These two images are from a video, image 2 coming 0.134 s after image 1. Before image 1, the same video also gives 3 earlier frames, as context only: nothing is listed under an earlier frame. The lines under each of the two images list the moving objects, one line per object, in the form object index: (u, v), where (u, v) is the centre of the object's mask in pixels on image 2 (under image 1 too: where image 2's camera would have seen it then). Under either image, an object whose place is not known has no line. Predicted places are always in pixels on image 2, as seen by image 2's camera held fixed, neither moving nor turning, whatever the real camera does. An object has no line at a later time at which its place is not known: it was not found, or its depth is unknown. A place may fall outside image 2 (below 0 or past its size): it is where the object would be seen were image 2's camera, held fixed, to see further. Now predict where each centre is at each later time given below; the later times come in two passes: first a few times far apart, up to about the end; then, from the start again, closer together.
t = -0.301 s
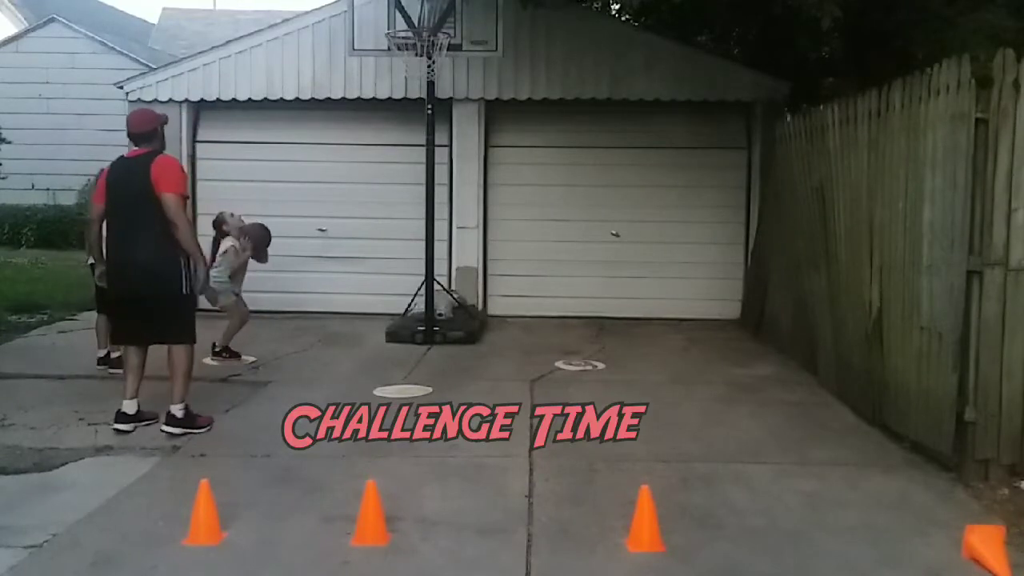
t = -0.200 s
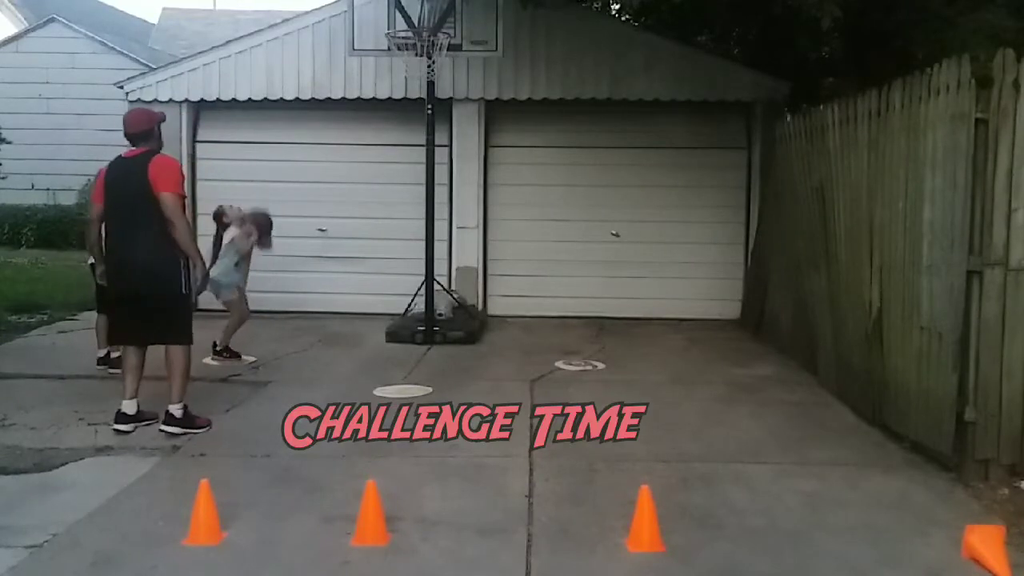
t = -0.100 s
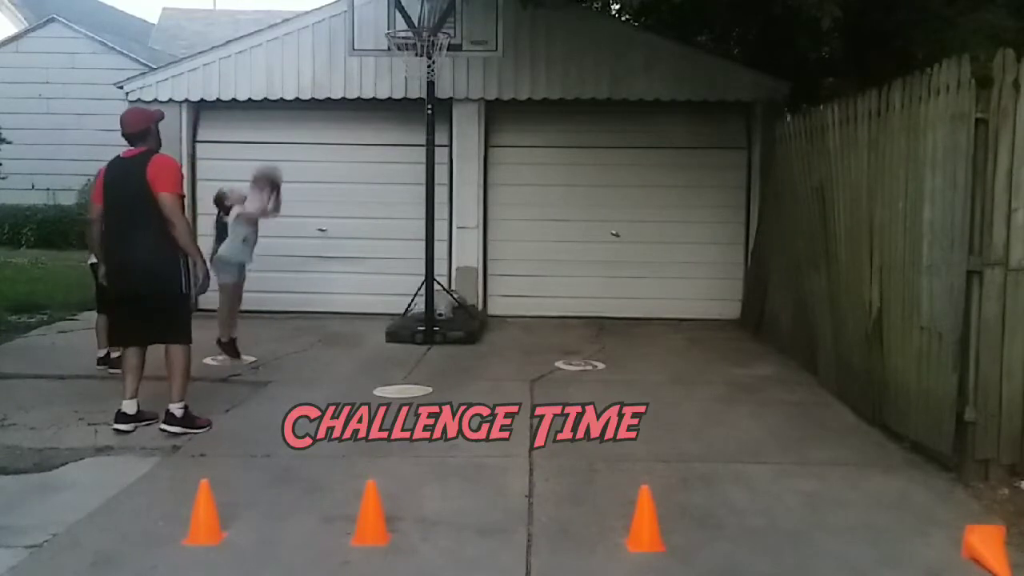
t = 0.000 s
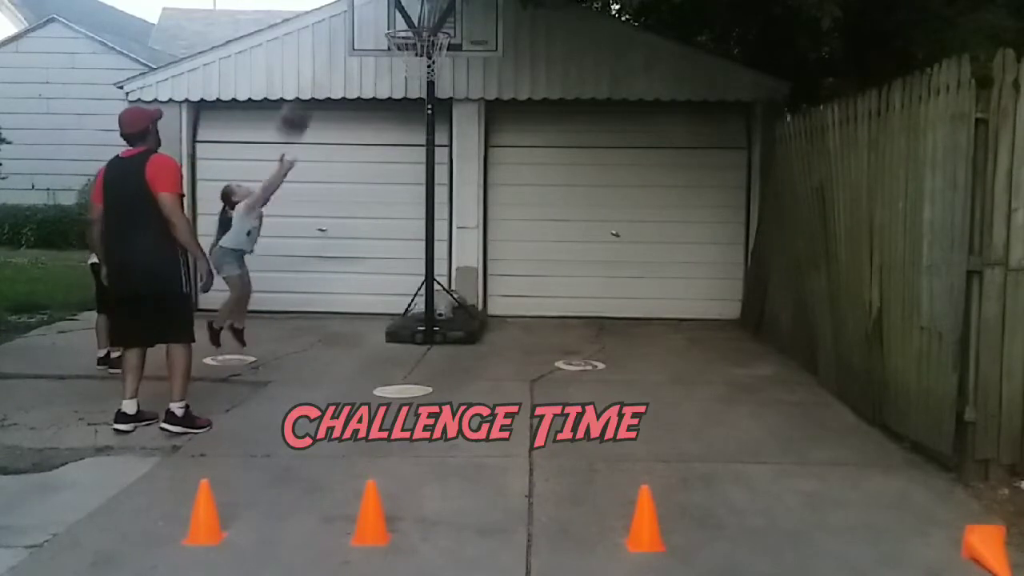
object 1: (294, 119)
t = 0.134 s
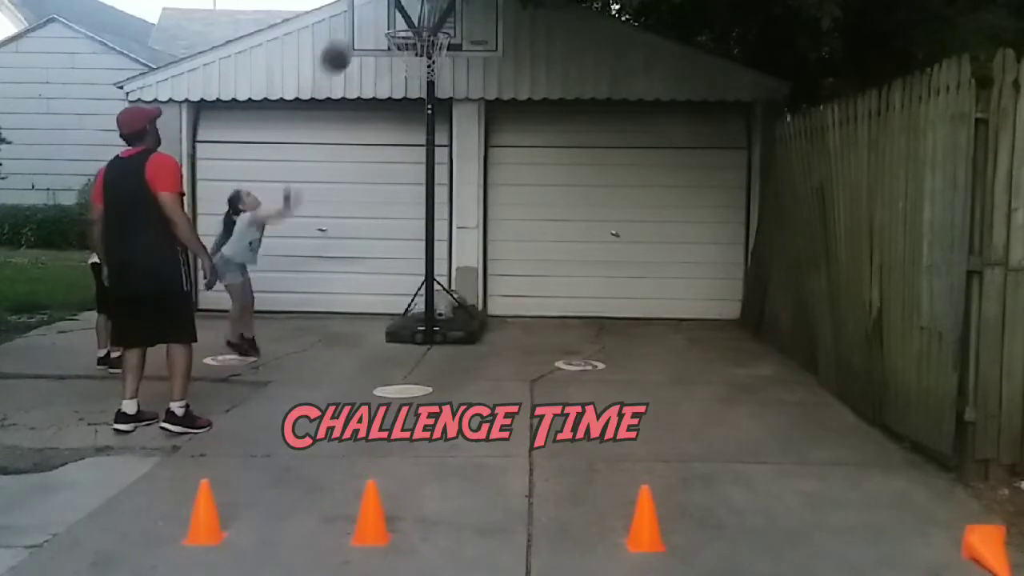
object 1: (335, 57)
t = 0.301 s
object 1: (385, 13)
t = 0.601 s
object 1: (472, 30)
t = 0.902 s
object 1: (540, 140)
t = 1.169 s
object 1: (594, 329)
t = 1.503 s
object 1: (632, 191)
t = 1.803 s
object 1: (663, 153)
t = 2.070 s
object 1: (690, 220)
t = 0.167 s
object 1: (345, 45)
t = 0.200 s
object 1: (355, 37)
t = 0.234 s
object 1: (365, 26)
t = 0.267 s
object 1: (374, 18)
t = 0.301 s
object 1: (385, 13)
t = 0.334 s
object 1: (394, 12)
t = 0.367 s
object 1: (403, 10)
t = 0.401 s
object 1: (412, 10)
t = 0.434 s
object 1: (423, 10)
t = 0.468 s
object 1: (436, 13)
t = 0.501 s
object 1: (444, 14)
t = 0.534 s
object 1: (452, 16)
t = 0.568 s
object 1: (460, 21)
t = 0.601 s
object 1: (472, 30)
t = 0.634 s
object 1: (481, 38)
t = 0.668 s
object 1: (488, 46)
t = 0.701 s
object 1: (496, 55)
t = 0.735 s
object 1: (503, 66)
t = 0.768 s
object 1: (511, 79)
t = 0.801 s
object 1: (519, 90)
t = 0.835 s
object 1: (523, 109)
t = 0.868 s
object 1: (534, 127)
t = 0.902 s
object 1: (540, 140)
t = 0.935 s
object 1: (546, 159)
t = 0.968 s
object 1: (553, 178)
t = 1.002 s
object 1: (560, 199)
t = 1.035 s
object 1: (566, 221)
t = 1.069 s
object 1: (573, 245)
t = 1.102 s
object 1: (580, 269)
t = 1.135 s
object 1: (587, 296)
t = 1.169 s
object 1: (594, 329)
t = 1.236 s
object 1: (603, 328)
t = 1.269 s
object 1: (608, 300)
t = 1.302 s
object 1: (611, 279)
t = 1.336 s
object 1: (615, 262)
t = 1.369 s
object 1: (618, 246)
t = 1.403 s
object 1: (622, 230)
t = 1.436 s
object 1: (626, 215)
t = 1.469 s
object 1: (629, 202)
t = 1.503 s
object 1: (632, 191)
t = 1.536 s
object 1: (636, 181)
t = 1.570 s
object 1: (640, 172)
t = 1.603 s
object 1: (643, 165)
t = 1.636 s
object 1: (647, 159)
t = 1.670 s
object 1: (650, 155)
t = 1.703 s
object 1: (653, 152)
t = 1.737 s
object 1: (657, 151)
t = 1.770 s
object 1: (660, 151)
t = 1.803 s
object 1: (663, 153)
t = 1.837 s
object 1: (667, 155)
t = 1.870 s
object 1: (670, 159)
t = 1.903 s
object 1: (674, 167)
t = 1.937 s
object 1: (677, 174)
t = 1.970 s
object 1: (680, 183)
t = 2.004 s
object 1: (683, 195)
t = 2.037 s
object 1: (687, 206)
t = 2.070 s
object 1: (690, 220)
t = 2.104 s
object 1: (693, 235)
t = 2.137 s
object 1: (696, 253)
